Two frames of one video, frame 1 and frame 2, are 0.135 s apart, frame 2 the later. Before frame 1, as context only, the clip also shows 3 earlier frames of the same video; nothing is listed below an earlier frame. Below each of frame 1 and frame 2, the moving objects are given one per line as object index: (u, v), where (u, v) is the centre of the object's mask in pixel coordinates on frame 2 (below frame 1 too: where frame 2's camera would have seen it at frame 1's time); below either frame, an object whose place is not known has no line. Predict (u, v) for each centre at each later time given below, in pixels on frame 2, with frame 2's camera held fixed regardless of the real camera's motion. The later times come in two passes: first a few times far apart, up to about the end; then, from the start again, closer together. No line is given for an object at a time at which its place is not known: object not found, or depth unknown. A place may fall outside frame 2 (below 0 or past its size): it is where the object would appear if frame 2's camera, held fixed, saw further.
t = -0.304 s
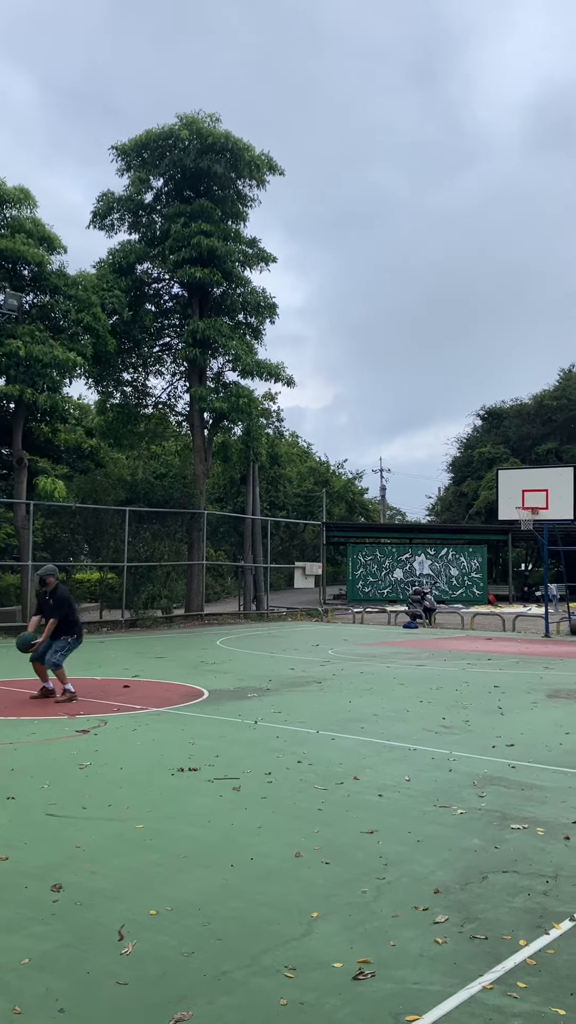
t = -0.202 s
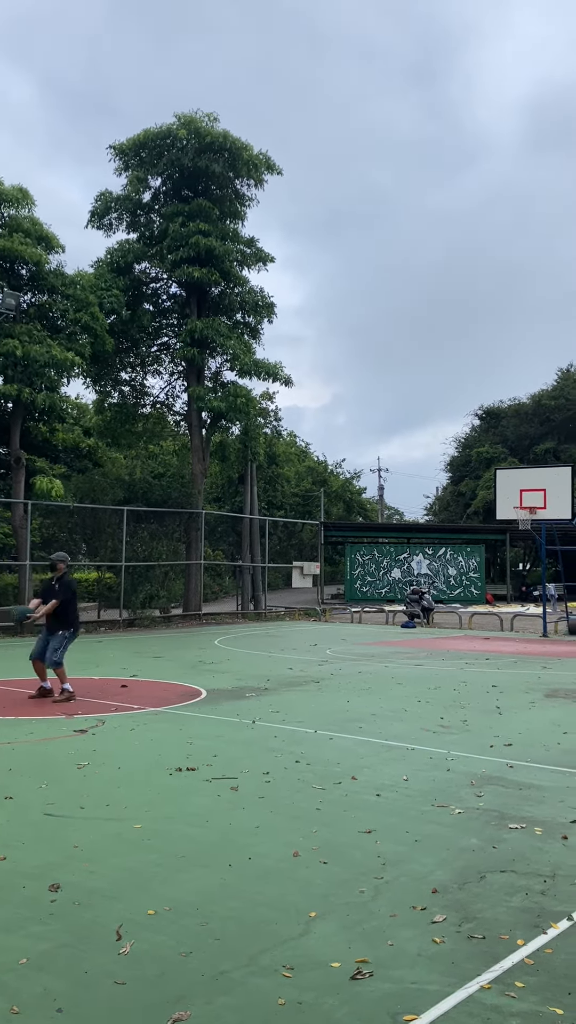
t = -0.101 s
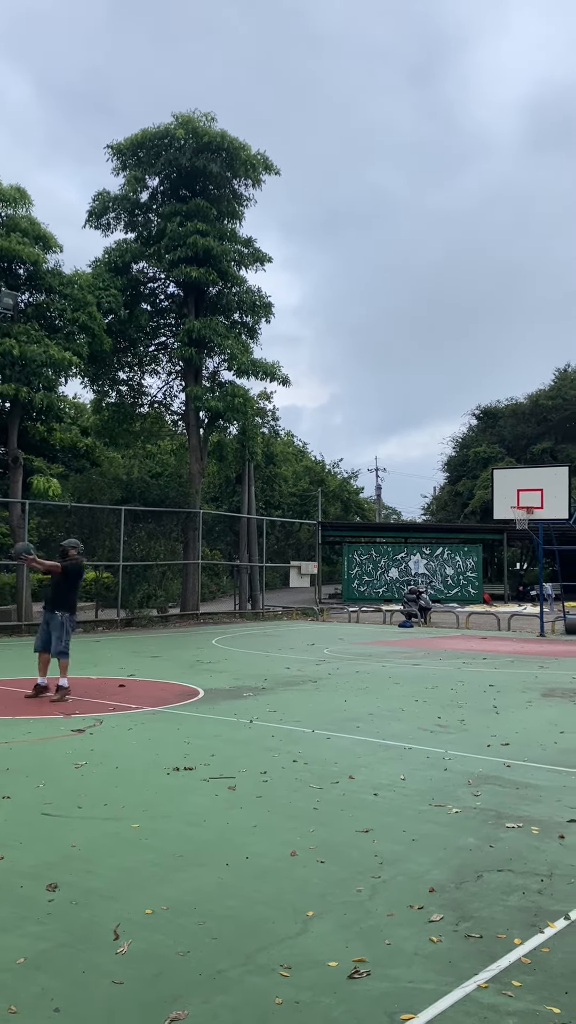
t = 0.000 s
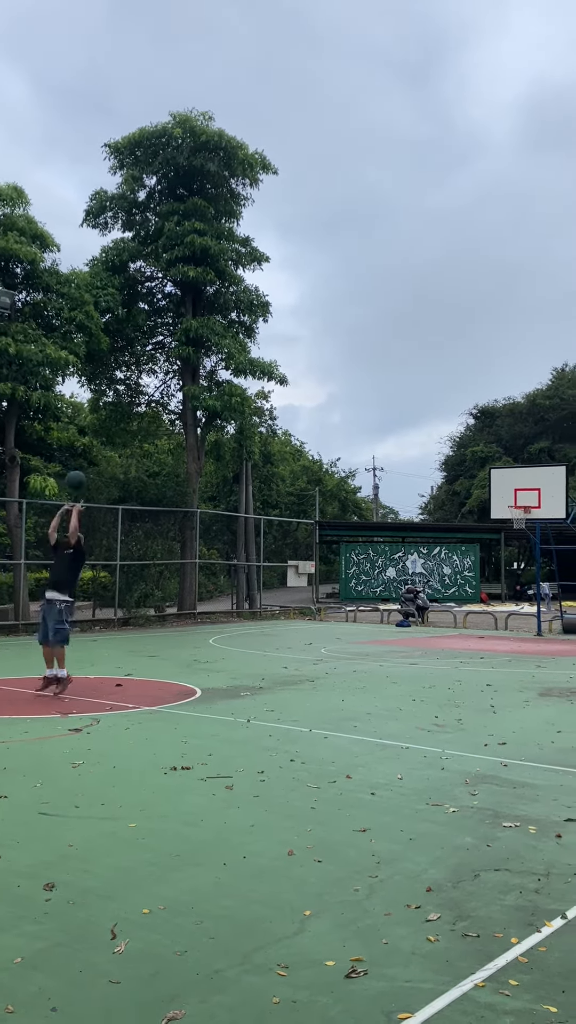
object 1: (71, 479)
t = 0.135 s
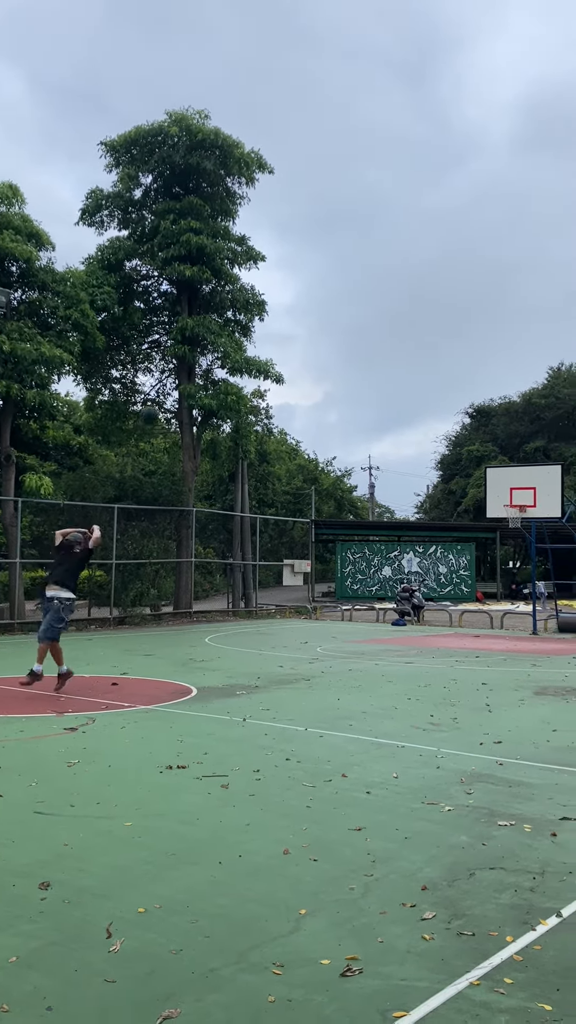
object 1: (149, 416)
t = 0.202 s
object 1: (183, 392)
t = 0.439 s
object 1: (283, 343)
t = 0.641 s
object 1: (351, 333)
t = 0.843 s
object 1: (409, 344)
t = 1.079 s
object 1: (466, 380)
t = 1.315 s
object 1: (515, 432)
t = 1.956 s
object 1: (514, 622)
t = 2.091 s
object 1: (504, 620)
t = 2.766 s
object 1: (449, 549)
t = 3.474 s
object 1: (381, 608)
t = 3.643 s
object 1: (364, 595)
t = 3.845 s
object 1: (341, 608)
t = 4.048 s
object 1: (318, 653)
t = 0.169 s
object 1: (167, 403)
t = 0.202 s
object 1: (183, 392)
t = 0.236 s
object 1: (199, 382)
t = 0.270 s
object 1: (215, 375)
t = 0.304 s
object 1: (229, 366)
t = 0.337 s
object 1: (243, 359)
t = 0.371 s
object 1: (257, 353)
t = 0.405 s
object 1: (270, 348)
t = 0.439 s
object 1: (283, 343)
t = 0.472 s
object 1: (295, 340)
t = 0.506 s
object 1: (307, 337)
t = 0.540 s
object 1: (319, 335)
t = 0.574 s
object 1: (330, 333)
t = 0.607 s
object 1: (341, 333)
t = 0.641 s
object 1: (351, 333)
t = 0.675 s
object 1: (362, 333)
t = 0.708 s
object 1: (372, 334)
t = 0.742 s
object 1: (381, 336)
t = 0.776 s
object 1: (391, 338)
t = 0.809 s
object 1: (400, 341)
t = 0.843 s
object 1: (409, 344)
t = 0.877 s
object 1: (418, 348)
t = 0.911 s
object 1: (427, 353)
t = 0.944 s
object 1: (435, 357)
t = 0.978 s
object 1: (443, 362)
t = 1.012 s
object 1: (451, 368)
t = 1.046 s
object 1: (459, 374)
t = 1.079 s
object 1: (466, 380)
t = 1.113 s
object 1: (474, 387)
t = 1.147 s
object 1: (481, 394)
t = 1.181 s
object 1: (488, 401)
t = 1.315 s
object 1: (515, 432)
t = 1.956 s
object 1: (514, 622)
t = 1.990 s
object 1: (512, 637)
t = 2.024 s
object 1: (510, 640)
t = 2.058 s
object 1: (507, 630)
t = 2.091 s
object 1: (504, 620)
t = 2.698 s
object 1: (455, 544)
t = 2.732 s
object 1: (452, 547)
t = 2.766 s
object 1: (449, 549)
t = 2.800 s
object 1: (446, 553)
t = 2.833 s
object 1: (443, 557)
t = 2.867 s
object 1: (440, 562)
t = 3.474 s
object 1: (381, 608)
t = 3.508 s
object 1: (378, 604)
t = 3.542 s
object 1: (374, 601)
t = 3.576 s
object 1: (371, 598)
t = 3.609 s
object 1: (368, 596)
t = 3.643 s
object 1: (364, 595)
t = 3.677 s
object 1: (360, 595)
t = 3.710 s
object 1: (357, 596)
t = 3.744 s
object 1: (352, 597)
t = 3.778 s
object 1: (349, 600)
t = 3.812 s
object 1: (345, 603)
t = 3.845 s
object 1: (341, 608)
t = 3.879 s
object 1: (337, 613)
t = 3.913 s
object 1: (334, 619)
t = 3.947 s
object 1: (329, 626)
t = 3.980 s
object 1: (325, 634)
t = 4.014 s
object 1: (322, 643)
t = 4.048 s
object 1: (318, 653)
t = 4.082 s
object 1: (314, 664)
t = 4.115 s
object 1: (309, 676)
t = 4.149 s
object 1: (305, 671)
